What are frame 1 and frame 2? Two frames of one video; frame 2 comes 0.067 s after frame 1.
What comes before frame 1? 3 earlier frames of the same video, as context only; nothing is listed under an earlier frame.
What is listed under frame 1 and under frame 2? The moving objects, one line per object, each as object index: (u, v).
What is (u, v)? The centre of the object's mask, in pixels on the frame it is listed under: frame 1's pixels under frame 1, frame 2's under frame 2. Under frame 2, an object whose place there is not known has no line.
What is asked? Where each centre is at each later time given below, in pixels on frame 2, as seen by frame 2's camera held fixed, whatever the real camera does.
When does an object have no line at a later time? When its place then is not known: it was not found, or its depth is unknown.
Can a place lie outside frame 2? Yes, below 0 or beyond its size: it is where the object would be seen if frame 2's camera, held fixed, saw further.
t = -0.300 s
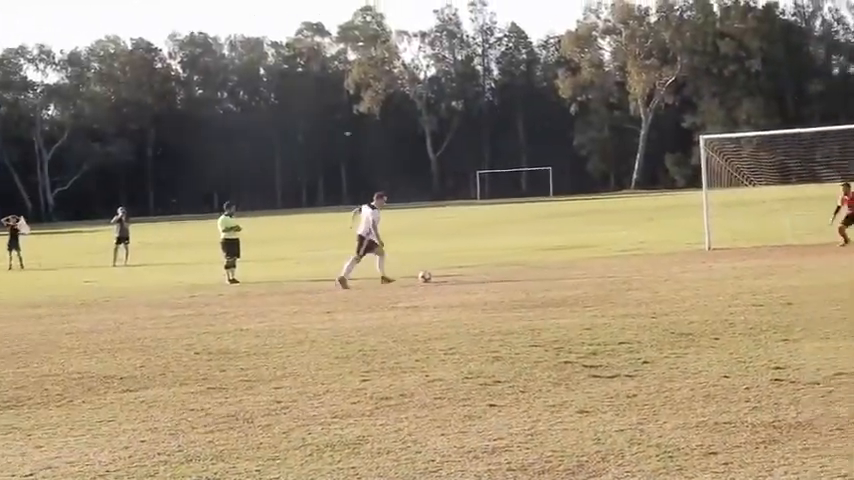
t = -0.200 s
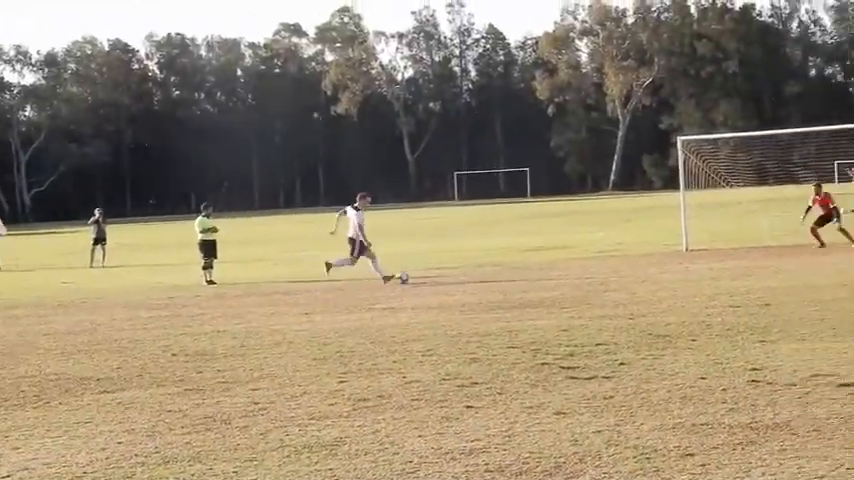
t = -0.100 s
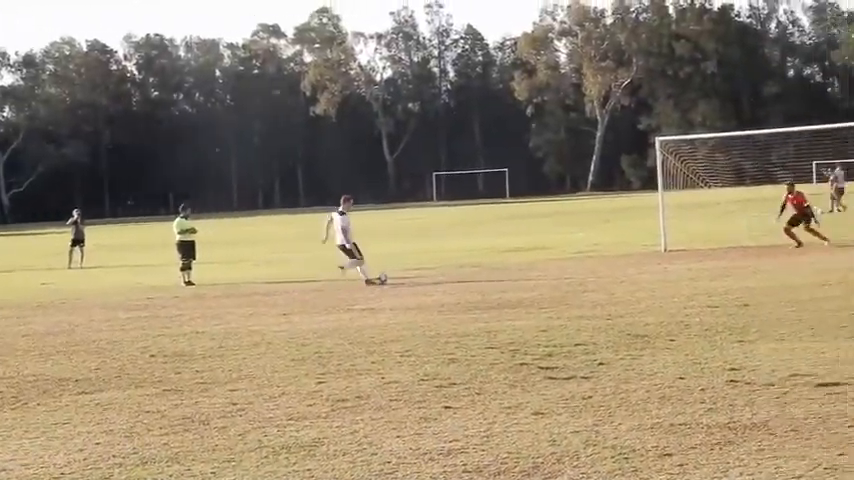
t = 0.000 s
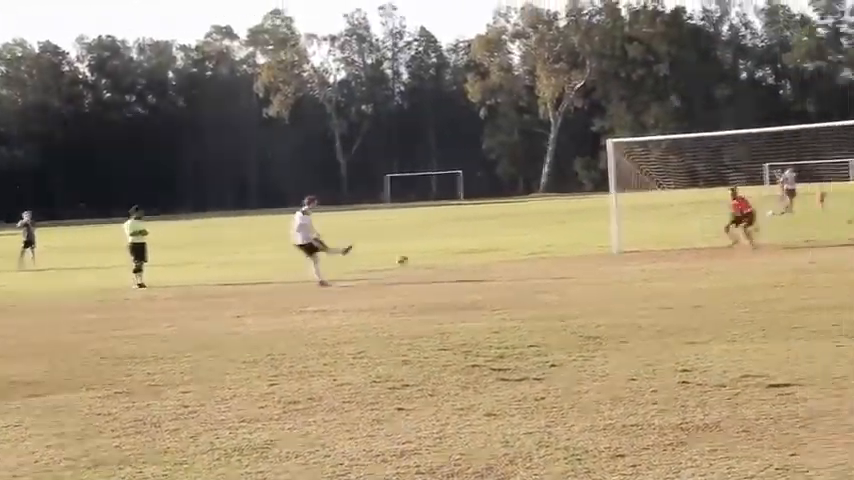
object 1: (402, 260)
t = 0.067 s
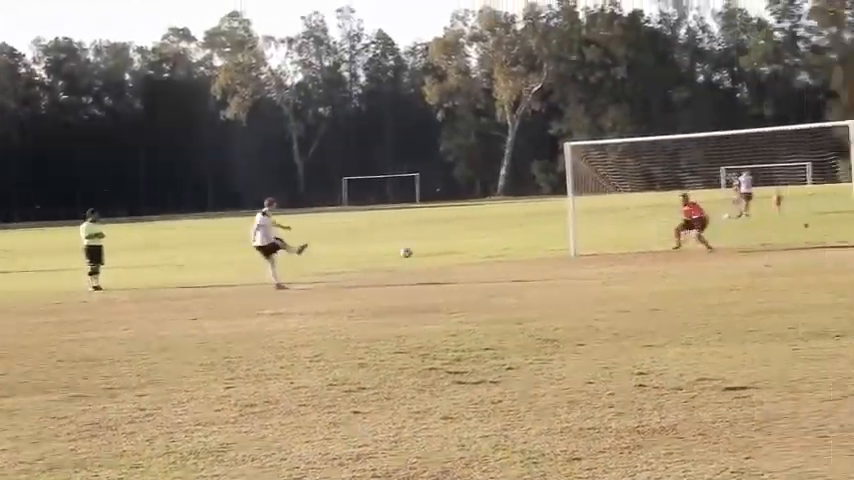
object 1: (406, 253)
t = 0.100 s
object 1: (421, 251)
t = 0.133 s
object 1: (429, 248)
